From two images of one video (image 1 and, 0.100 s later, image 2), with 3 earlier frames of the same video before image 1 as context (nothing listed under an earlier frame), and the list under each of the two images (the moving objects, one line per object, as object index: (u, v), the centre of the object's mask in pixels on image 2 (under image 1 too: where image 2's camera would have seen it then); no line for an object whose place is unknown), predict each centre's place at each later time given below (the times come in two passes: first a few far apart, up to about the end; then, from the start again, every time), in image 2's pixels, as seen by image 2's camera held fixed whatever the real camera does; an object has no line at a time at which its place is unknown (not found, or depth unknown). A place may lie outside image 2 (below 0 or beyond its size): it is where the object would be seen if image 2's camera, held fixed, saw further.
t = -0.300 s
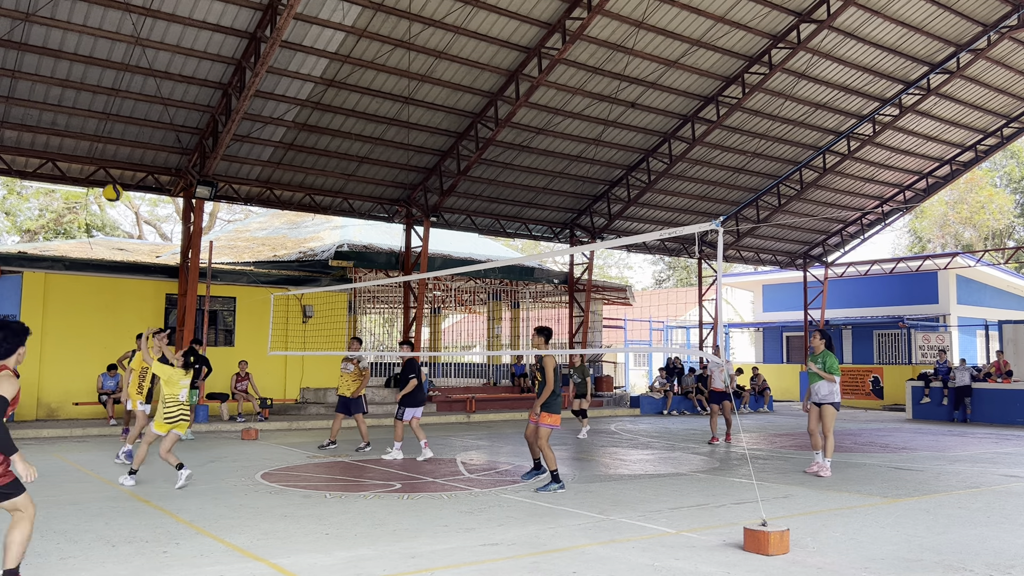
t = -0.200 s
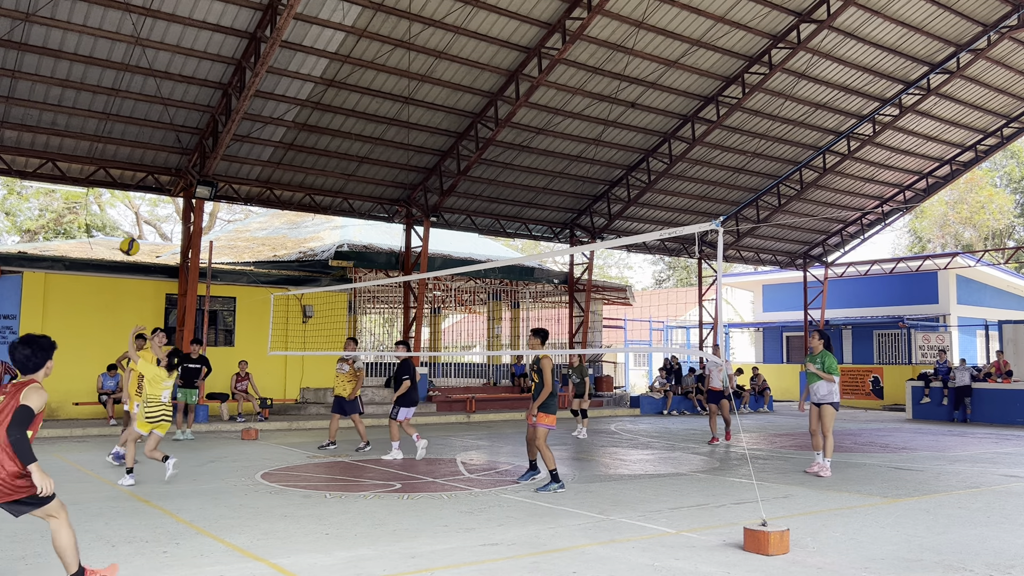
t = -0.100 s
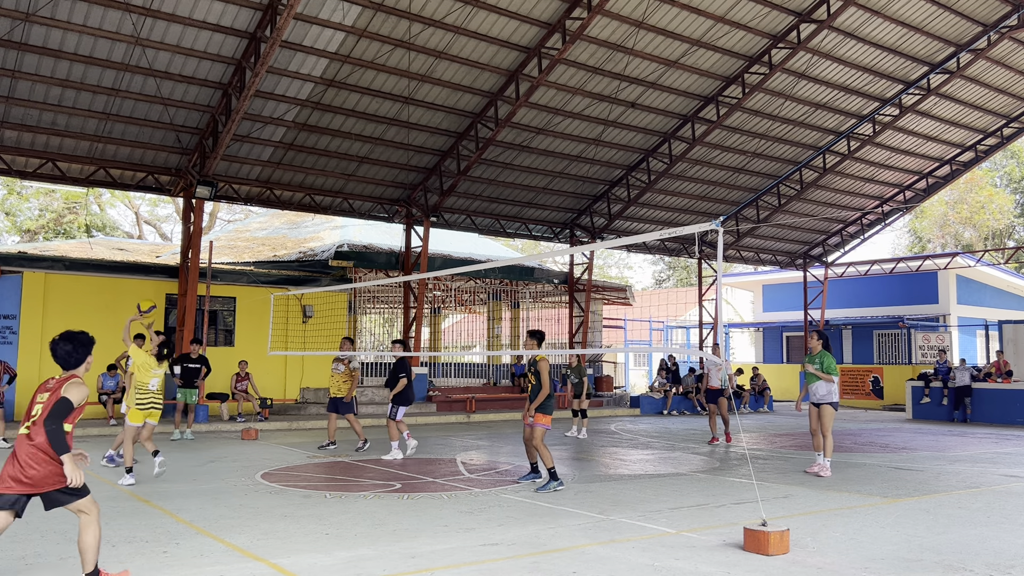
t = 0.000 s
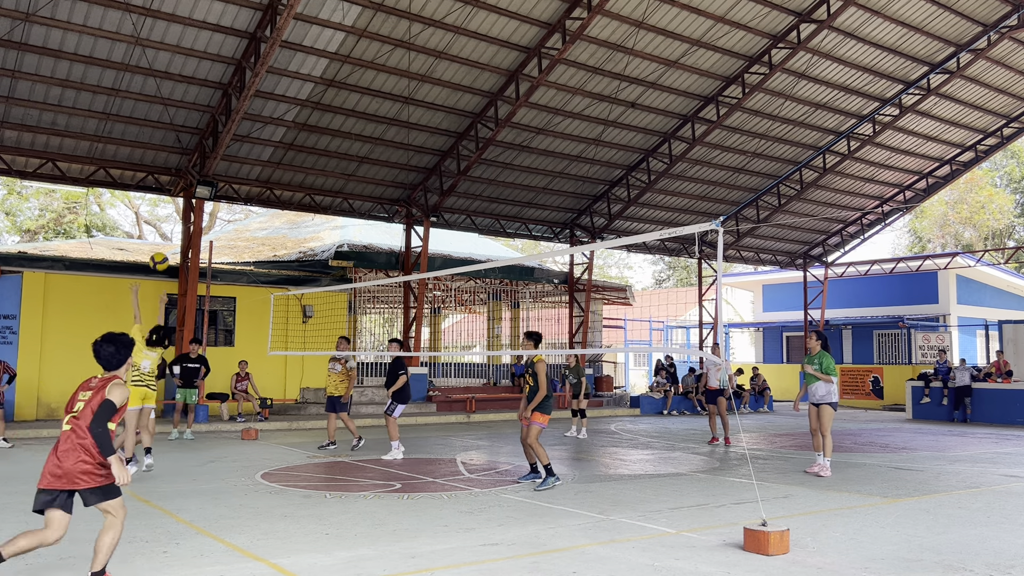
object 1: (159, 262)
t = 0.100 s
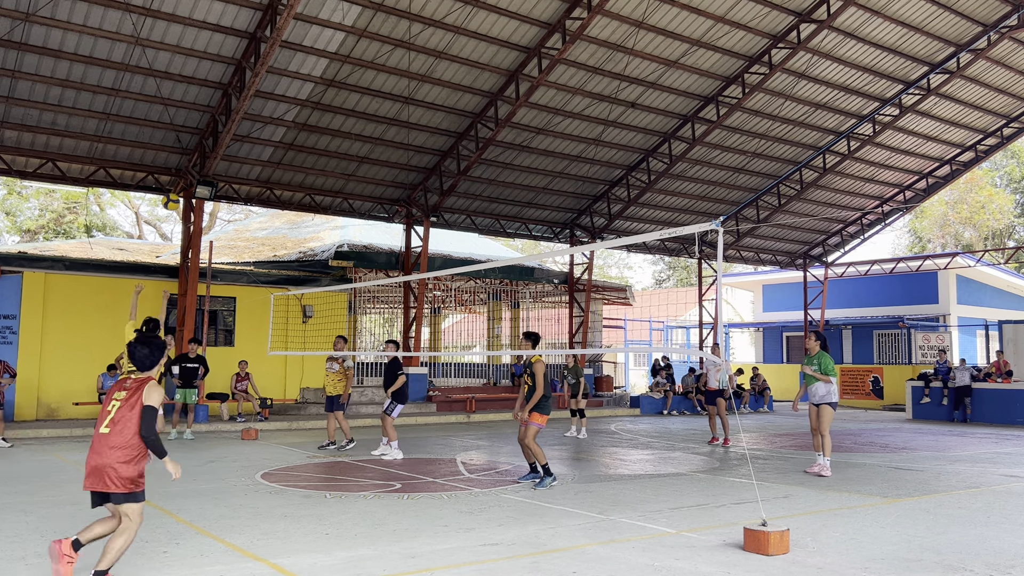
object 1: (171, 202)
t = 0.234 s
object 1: (185, 142)
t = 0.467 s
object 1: (206, 81)
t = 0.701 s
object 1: (223, 66)
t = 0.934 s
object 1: (236, 88)
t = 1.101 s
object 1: (245, 125)
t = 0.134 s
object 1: (174, 186)
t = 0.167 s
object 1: (178, 170)
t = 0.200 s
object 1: (182, 156)
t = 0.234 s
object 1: (185, 142)
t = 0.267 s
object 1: (188, 130)
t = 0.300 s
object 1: (192, 119)
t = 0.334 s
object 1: (195, 110)
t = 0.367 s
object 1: (197, 102)
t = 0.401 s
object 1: (200, 94)
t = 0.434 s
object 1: (203, 87)
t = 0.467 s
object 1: (206, 81)
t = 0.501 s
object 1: (209, 77)
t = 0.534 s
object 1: (211, 72)
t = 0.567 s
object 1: (214, 69)
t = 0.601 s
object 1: (216, 67)
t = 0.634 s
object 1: (218, 66)
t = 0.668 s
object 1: (221, 66)
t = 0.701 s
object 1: (223, 66)
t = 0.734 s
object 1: (225, 67)
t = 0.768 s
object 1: (227, 68)
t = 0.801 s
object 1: (229, 71)
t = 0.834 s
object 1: (231, 74)
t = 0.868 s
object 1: (233, 78)
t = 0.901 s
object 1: (235, 83)
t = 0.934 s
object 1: (236, 88)
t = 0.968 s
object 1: (238, 94)
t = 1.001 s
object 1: (240, 101)
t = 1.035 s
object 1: (242, 108)
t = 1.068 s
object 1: (243, 116)
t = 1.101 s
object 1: (245, 125)
